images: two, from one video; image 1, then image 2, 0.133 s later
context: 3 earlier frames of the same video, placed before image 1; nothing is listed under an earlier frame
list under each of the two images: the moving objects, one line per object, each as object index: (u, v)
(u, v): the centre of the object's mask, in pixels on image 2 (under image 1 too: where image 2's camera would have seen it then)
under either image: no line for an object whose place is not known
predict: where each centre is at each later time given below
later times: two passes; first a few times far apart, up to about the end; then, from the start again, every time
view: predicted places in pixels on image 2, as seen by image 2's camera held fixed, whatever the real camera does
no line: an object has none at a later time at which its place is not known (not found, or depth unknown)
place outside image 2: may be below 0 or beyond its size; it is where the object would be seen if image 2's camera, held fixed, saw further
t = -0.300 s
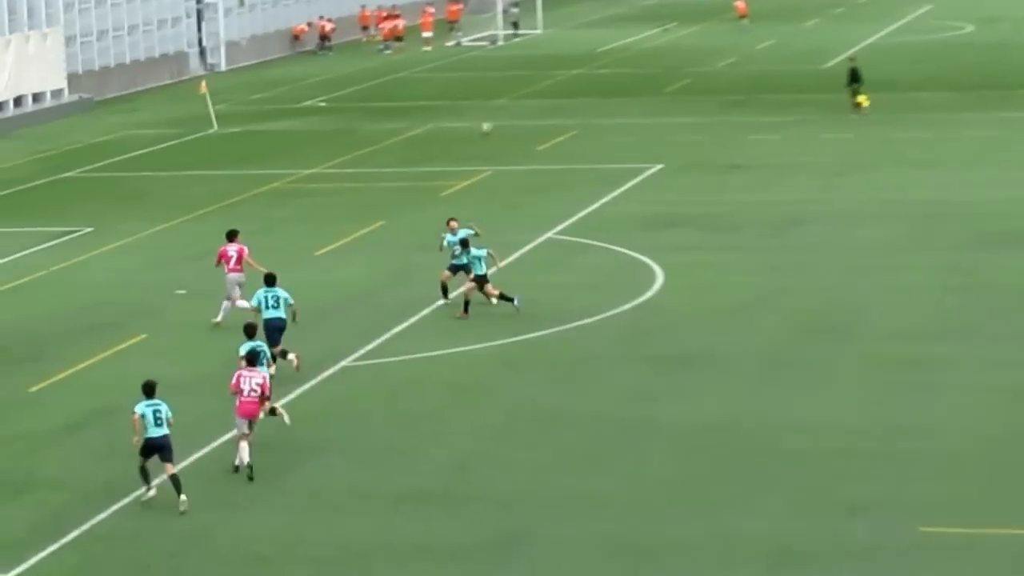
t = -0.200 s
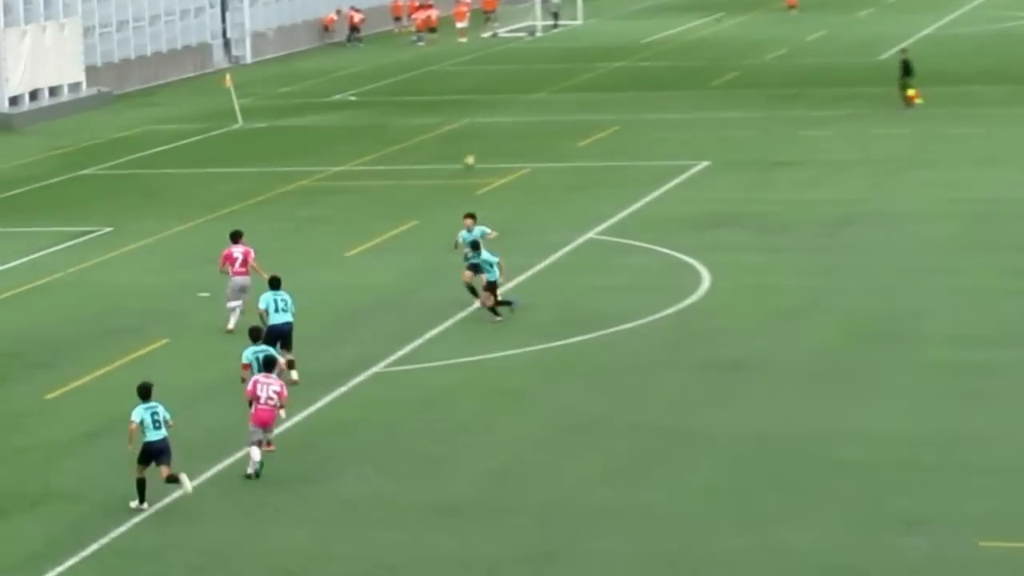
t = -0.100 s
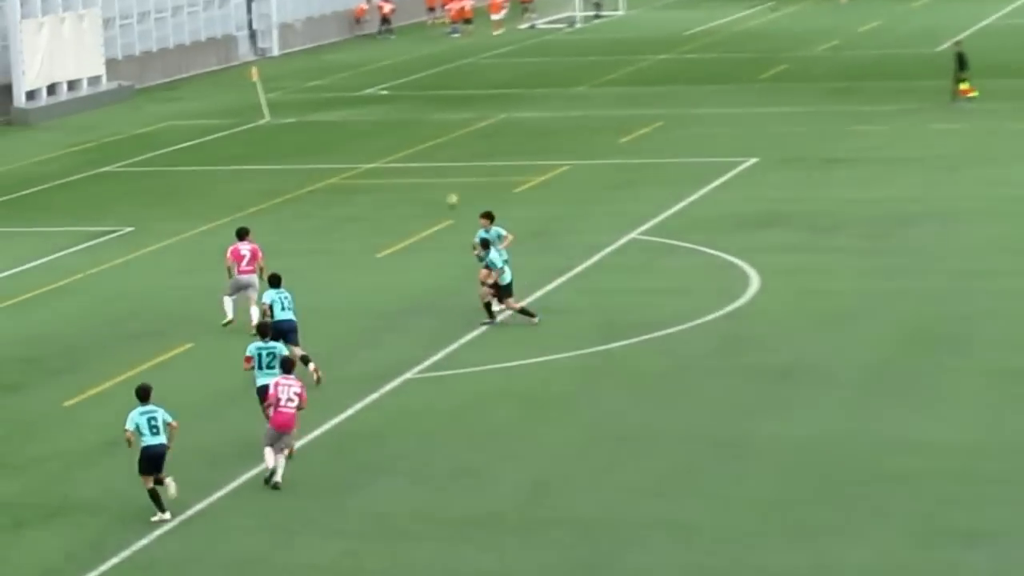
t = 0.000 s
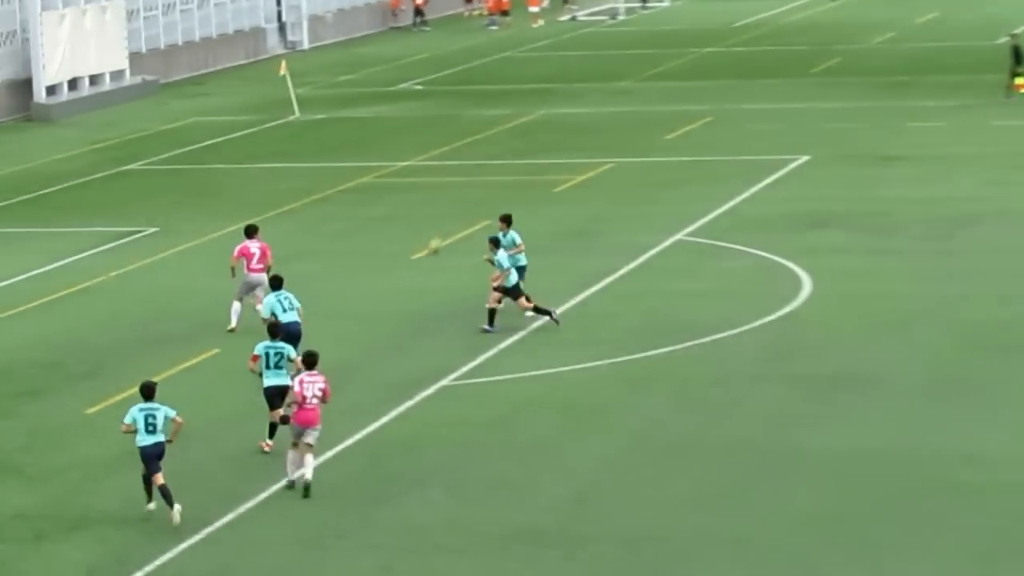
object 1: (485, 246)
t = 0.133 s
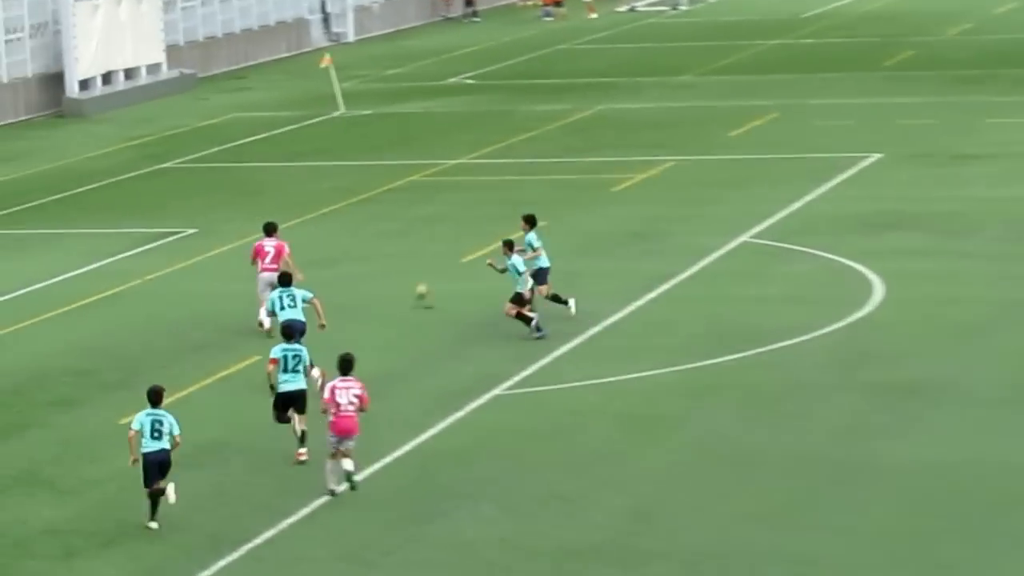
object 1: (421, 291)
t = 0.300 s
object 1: (382, 226)
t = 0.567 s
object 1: (323, 160)
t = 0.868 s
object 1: (260, 142)
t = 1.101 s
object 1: (219, 171)
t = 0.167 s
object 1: (413, 276)
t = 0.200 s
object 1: (405, 262)
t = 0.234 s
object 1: (398, 249)
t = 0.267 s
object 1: (390, 237)
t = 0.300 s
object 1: (382, 226)
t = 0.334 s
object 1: (375, 215)
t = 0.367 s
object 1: (368, 205)
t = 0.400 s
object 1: (360, 196)
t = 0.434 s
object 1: (353, 187)
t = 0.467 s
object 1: (345, 179)
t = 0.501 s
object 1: (337, 172)
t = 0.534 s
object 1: (330, 165)
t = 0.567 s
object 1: (323, 160)
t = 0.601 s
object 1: (315, 155)
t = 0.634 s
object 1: (308, 151)
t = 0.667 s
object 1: (301, 147)
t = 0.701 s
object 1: (293, 144)
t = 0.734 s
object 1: (286, 142)
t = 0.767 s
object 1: (279, 141)
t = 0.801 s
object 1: (273, 141)
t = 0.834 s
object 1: (267, 141)
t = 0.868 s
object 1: (260, 142)
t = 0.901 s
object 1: (254, 144)
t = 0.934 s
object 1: (248, 147)
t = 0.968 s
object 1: (242, 150)
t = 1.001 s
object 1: (236, 154)
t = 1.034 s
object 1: (230, 159)
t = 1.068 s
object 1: (225, 164)
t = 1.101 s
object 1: (219, 171)
